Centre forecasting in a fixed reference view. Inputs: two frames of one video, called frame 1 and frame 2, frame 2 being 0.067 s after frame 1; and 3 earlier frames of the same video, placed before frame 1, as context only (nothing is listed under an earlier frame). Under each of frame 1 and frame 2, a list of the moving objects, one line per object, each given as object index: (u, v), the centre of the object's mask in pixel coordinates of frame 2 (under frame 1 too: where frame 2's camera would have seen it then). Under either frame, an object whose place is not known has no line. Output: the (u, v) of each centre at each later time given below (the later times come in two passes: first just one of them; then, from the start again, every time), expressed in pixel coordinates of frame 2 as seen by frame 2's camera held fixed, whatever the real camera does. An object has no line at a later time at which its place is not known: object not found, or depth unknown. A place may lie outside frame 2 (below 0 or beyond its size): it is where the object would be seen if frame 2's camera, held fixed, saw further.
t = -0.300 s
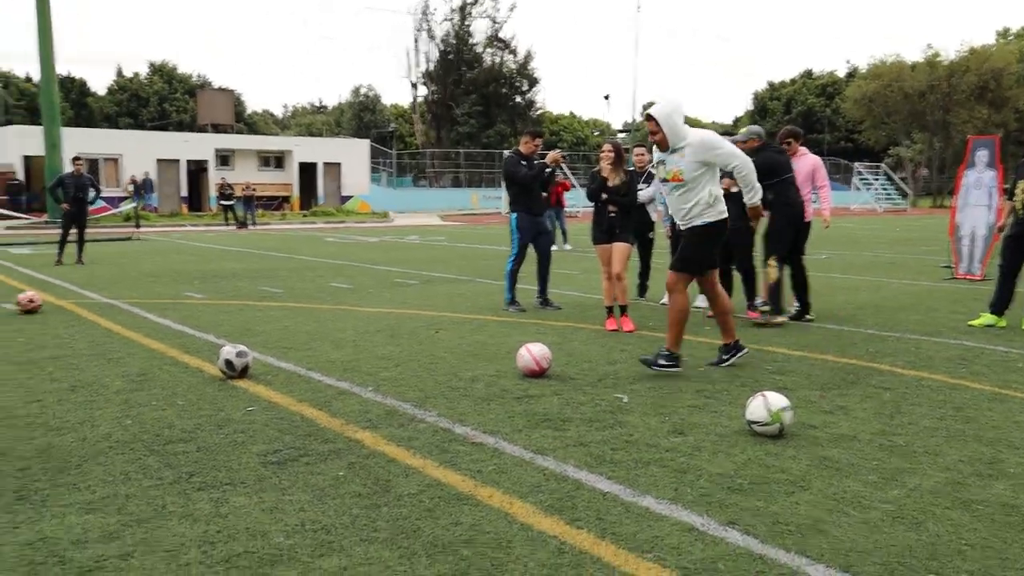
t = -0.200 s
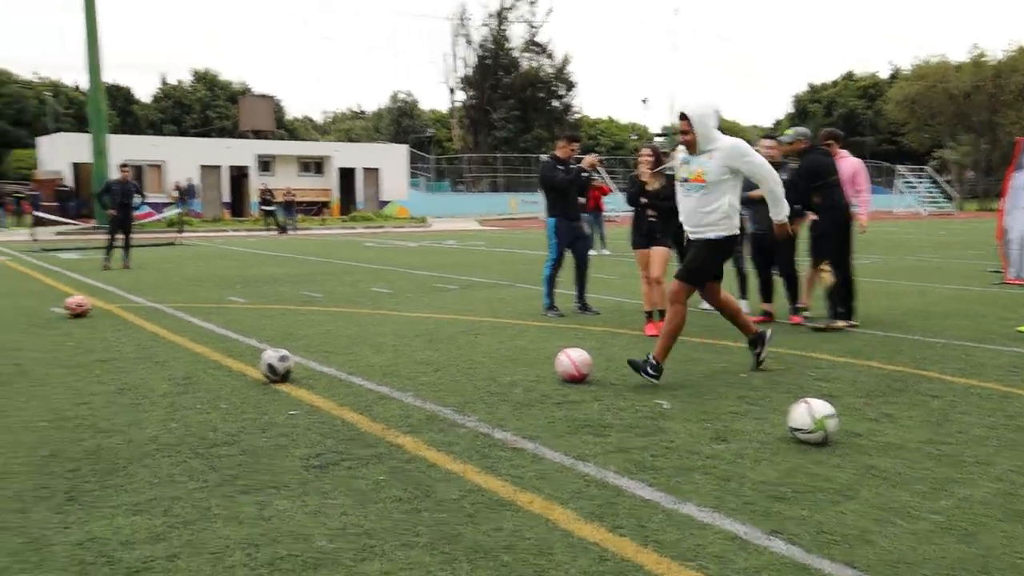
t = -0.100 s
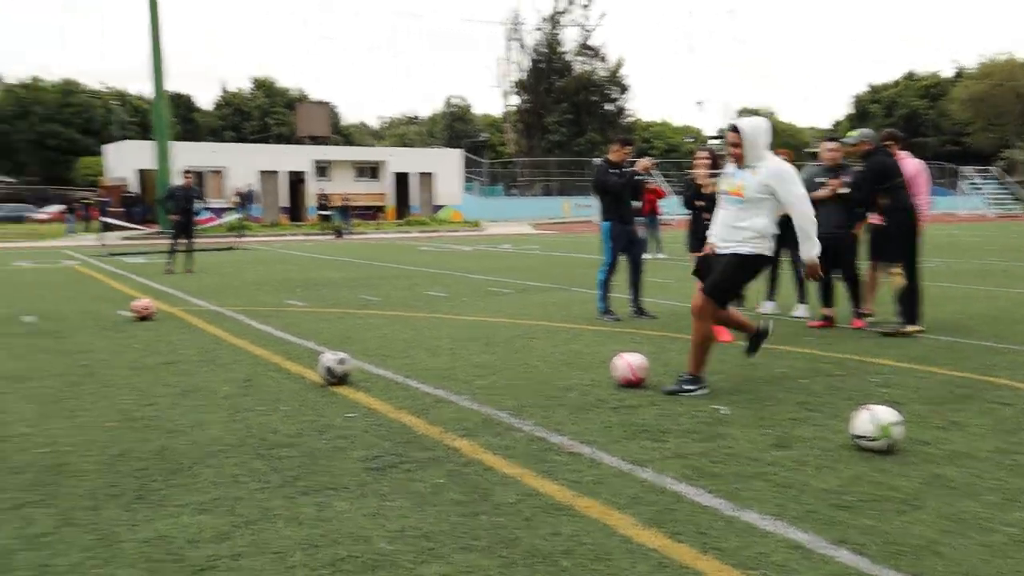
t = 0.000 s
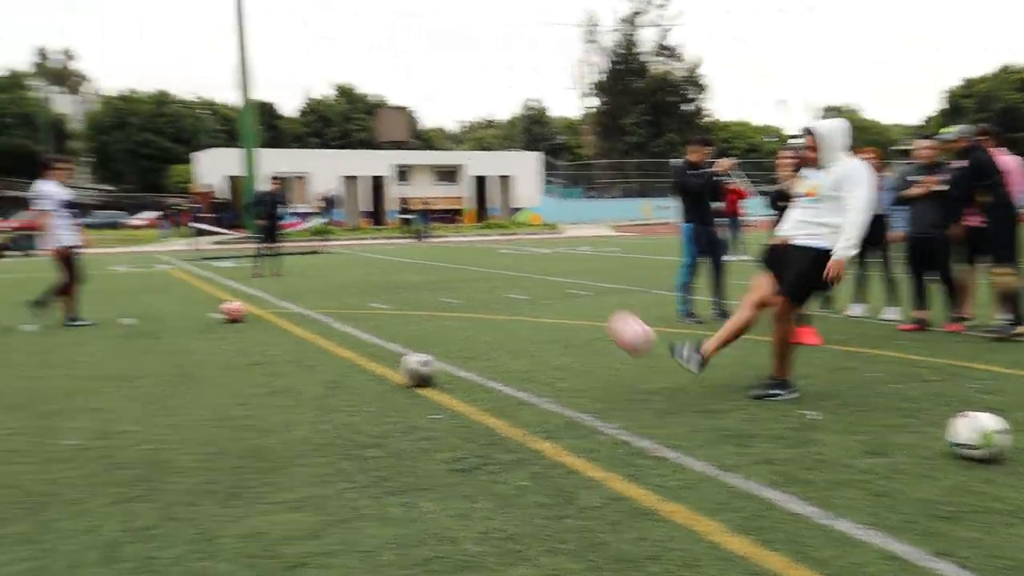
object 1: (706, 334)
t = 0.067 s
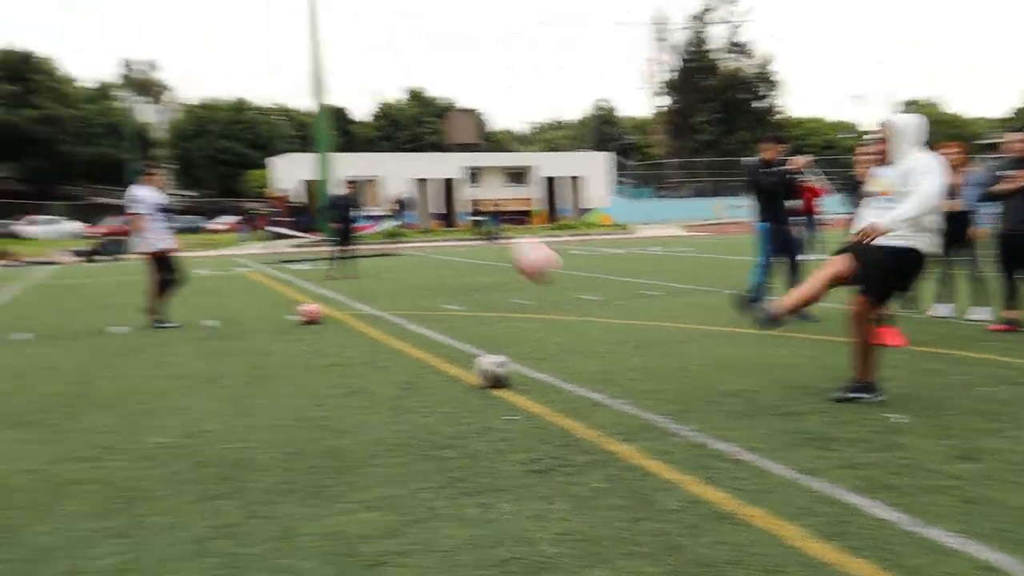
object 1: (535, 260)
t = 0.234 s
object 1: (37, 73)
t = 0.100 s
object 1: (444, 218)
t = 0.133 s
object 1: (351, 184)
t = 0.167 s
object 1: (250, 144)
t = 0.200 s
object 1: (149, 108)
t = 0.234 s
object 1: (37, 73)
